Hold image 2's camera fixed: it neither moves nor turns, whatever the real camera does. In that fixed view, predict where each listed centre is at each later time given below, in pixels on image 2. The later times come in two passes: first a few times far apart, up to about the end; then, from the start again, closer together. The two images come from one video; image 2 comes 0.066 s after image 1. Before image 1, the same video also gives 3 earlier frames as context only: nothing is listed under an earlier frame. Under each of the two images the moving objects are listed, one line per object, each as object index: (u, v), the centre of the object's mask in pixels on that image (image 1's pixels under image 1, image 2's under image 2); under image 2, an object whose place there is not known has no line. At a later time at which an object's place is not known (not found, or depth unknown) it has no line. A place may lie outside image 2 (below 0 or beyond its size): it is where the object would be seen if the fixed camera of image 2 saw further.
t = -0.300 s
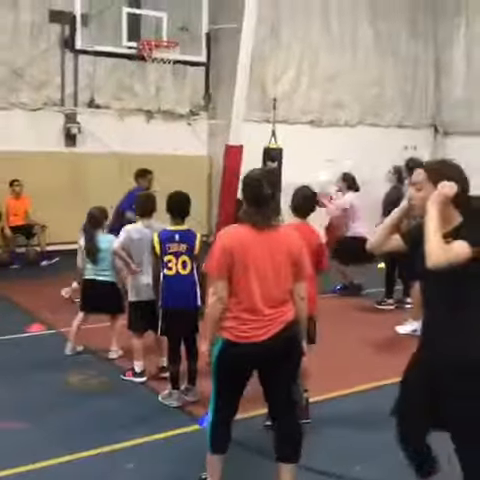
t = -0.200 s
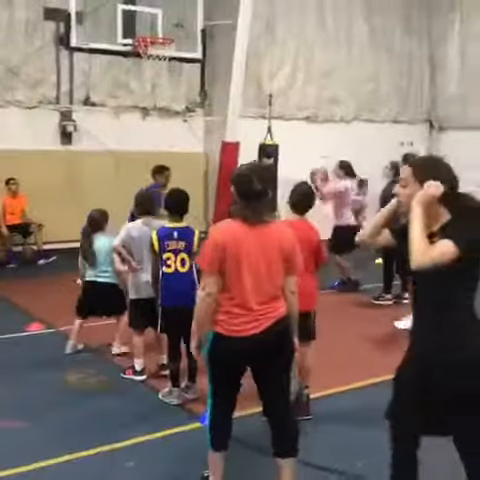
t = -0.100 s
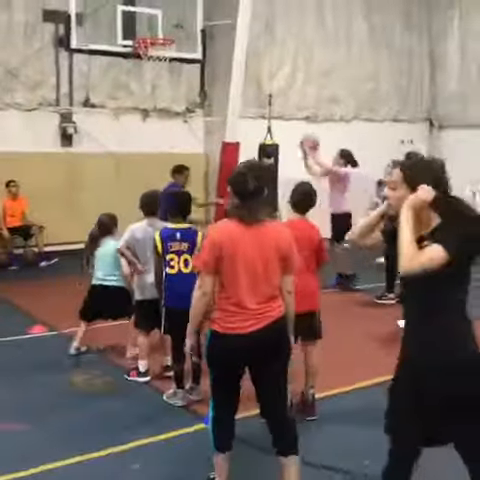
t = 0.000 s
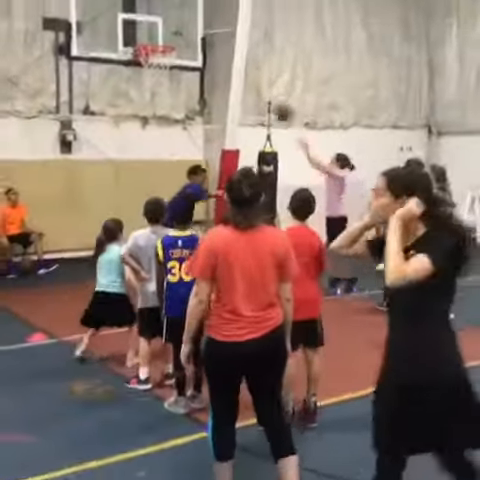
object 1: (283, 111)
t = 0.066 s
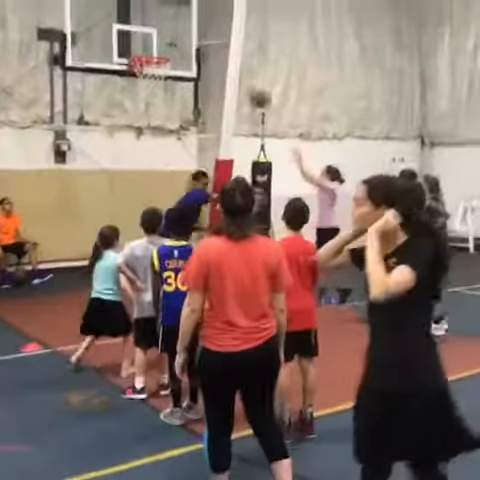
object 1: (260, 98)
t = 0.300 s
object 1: (204, 47)
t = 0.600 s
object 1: (152, 39)
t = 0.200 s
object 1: (227, 63)
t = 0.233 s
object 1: (219, 58)
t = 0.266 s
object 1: (212, 52)
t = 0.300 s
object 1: (204, 47)
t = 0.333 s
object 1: (195, 44)
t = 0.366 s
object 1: (186, 40)
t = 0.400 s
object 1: (179, 38)
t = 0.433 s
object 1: (171, 37)
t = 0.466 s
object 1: (164, 37)
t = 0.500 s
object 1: (156, 36)
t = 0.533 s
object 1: (151, 38)
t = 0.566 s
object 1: (151, 38)
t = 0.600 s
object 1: (152, 39)
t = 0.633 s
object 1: (151, 43)
